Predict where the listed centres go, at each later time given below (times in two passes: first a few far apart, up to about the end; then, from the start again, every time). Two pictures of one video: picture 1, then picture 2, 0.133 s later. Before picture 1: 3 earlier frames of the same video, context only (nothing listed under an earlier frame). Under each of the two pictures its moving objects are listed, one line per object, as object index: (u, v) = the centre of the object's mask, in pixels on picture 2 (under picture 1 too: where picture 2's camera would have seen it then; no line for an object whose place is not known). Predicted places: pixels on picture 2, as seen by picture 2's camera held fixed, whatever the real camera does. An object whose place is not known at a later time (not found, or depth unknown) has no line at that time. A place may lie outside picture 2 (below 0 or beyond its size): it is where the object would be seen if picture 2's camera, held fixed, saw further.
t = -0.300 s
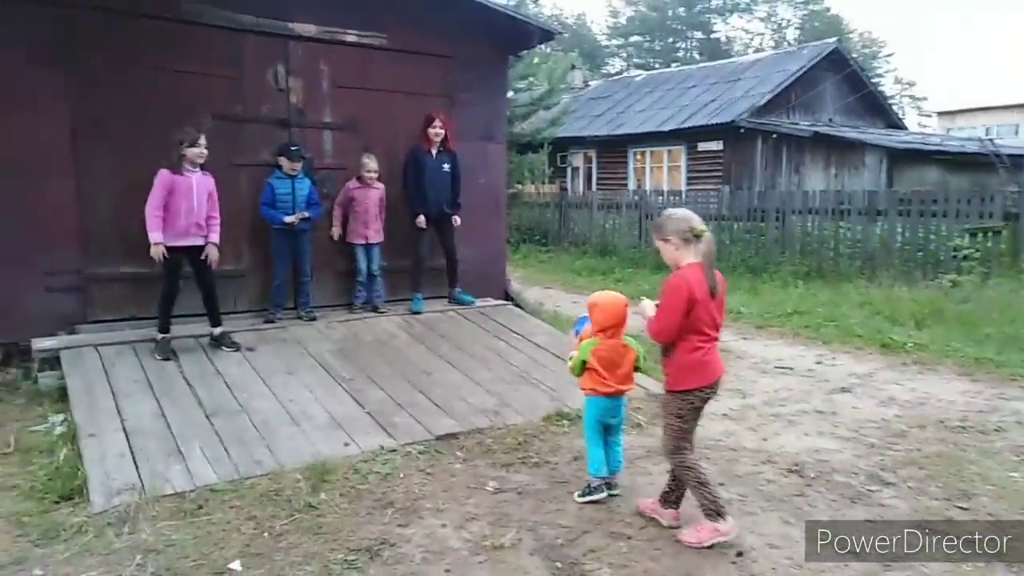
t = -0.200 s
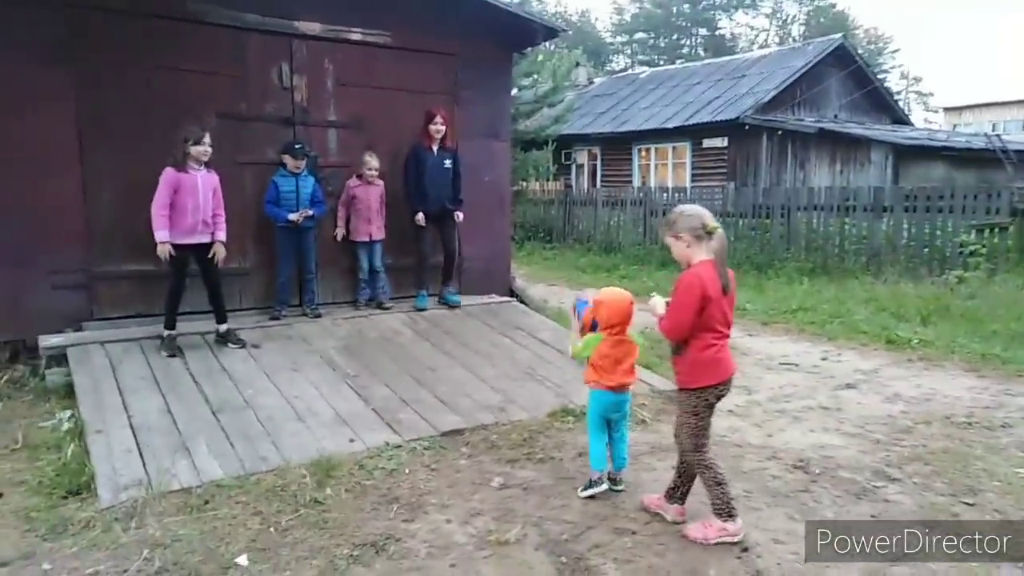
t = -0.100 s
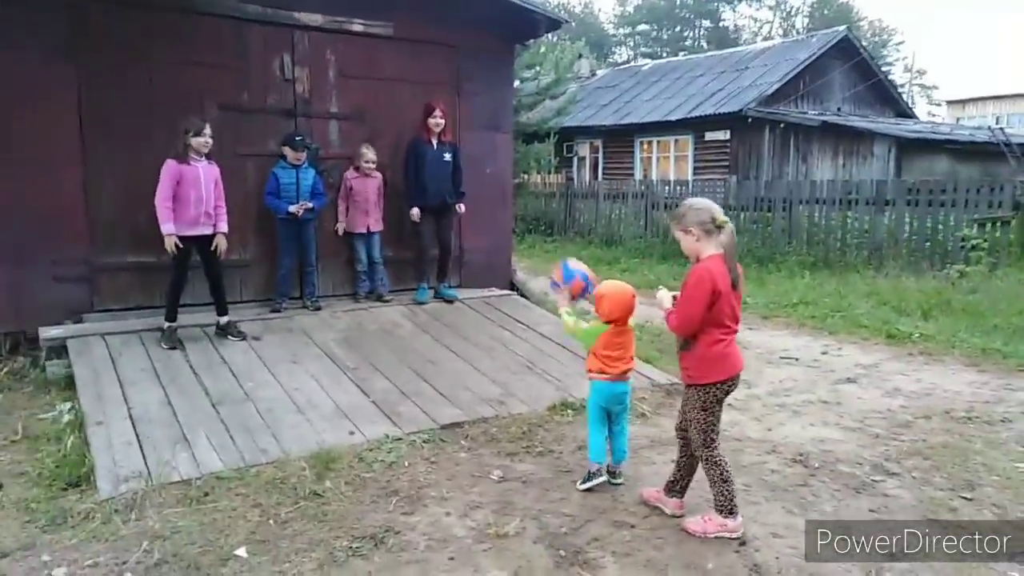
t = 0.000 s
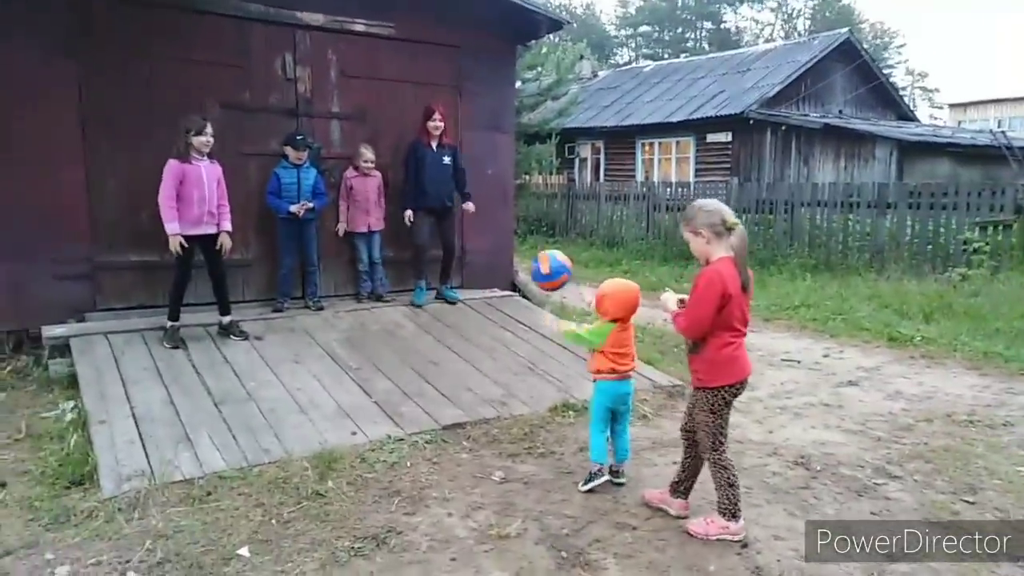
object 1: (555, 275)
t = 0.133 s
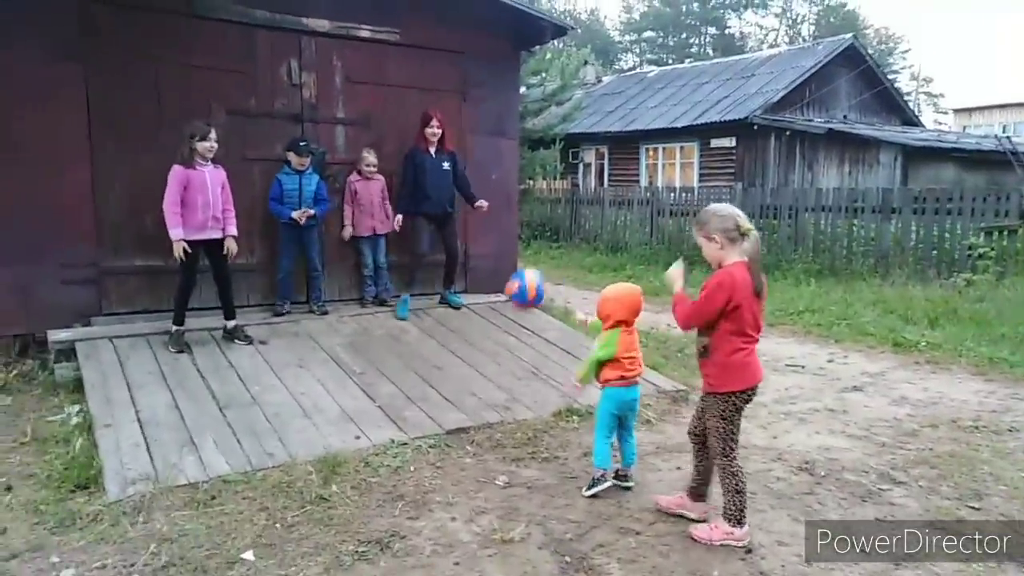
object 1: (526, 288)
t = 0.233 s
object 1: (506, 320)
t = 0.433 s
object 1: (478, 366)
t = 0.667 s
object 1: (472, 336)
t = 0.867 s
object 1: (467, 382)
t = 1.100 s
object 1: (468, 374)
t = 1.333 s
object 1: (476, 392)
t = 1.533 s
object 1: (485, 403)
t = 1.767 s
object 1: (495, 419)
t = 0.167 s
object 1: (519, 297)
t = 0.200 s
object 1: (512, 308)
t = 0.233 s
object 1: (506, 320)
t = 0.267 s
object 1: (501, 333)
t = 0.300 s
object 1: (493, 350)
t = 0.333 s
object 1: (487, 367)
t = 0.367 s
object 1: (481, 385)
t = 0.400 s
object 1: (479, 377)
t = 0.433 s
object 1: (478, 366)
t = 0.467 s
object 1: (478, 357)
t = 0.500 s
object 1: (476, 348)
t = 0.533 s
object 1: (476, 343)
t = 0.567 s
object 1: (475, 338)
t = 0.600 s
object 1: (474, 336)
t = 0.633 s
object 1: (473, 336)
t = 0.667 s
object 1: (472, 336)
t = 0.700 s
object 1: (472, 338)
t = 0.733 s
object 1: (471, 343)
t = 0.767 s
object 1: (470, 351)
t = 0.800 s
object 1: (469, 359)
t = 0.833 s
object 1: (468, 370)
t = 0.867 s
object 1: (467, 382)
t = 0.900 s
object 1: (466, 378)
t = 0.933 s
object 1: (467, 373)
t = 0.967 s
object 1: (467, 370)
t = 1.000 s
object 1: (468, 368)
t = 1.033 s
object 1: (468, 368)
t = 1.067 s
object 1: (468, 370)
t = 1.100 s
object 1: (468, 374)
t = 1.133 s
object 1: (469, 380)
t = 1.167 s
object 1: (469, 388)
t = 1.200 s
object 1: (469, 389)
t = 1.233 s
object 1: (471, 387)
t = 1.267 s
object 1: (473, 387)
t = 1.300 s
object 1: (474, 388)
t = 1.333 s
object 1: (476, 392)
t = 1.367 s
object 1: (477, 397)
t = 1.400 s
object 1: (479, 396)
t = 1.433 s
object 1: (480, 397)
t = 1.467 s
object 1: (482, 399)
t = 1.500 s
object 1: (484, 402)
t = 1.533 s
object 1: (485, 403)
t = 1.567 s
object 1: (487, 404)
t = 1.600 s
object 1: (488, 407)
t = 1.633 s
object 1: (490, 408)
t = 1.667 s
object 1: (491, 412)
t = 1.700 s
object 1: (493, 415)
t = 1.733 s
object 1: (494, 416)
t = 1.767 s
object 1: (495, 419)
